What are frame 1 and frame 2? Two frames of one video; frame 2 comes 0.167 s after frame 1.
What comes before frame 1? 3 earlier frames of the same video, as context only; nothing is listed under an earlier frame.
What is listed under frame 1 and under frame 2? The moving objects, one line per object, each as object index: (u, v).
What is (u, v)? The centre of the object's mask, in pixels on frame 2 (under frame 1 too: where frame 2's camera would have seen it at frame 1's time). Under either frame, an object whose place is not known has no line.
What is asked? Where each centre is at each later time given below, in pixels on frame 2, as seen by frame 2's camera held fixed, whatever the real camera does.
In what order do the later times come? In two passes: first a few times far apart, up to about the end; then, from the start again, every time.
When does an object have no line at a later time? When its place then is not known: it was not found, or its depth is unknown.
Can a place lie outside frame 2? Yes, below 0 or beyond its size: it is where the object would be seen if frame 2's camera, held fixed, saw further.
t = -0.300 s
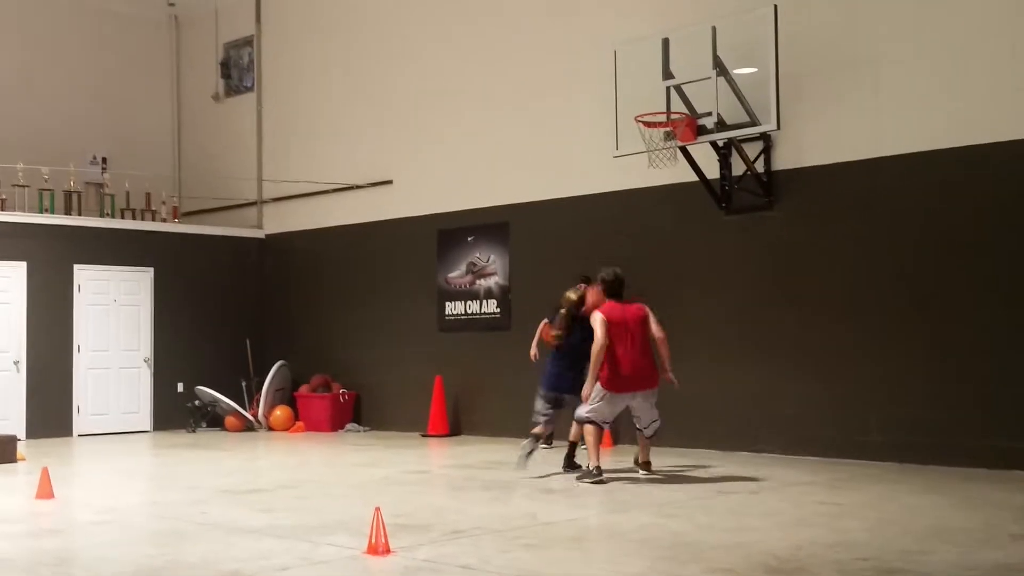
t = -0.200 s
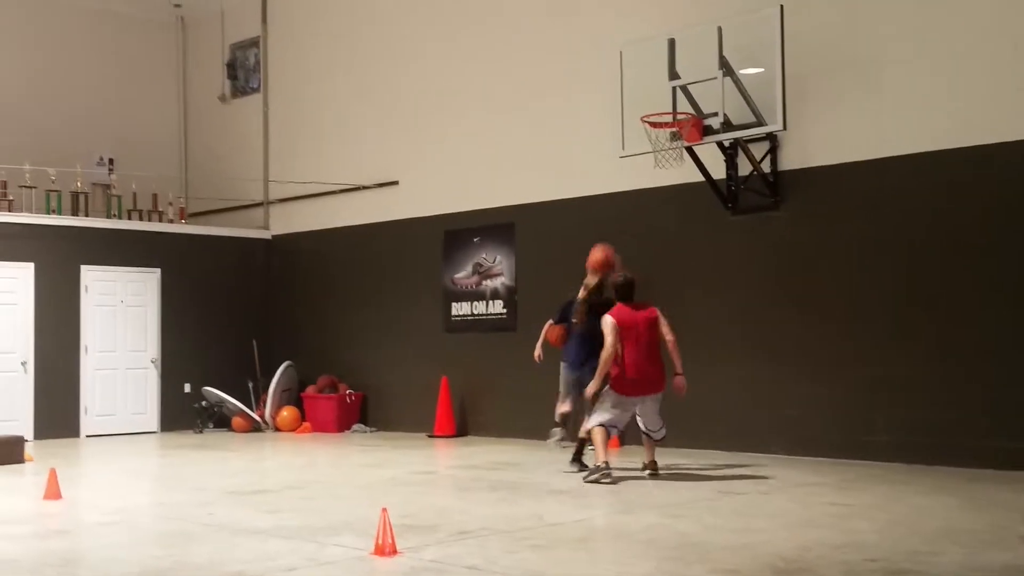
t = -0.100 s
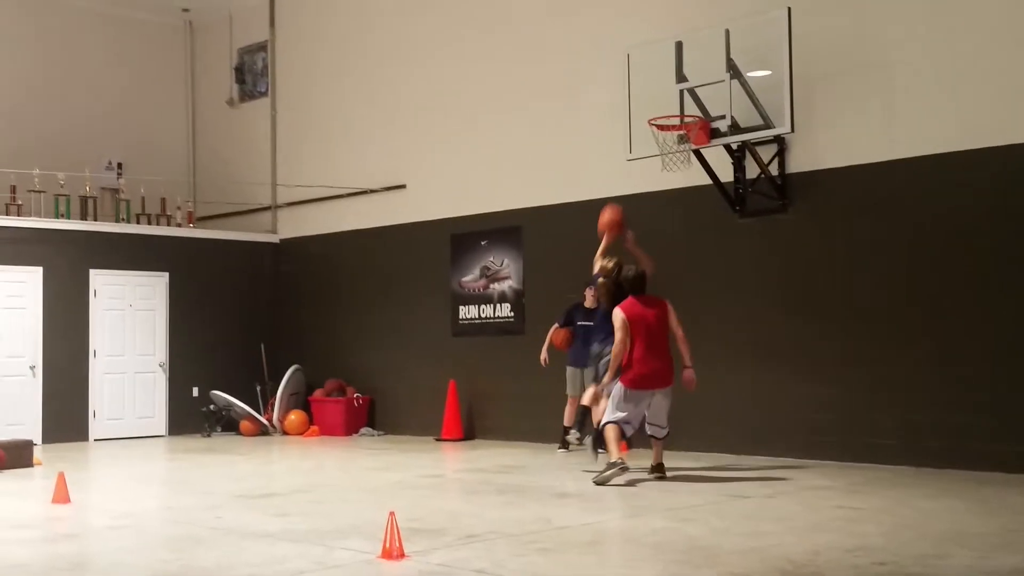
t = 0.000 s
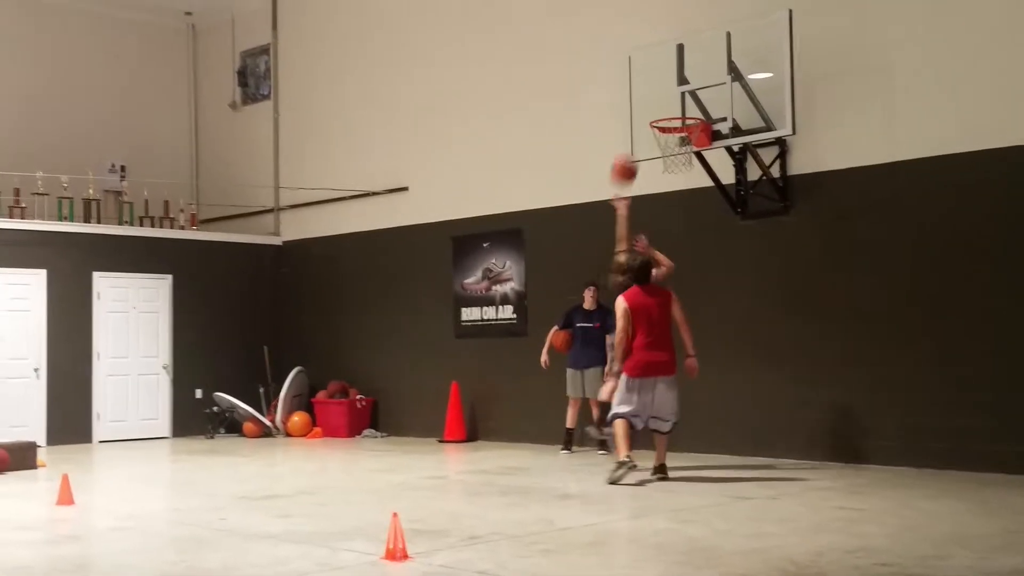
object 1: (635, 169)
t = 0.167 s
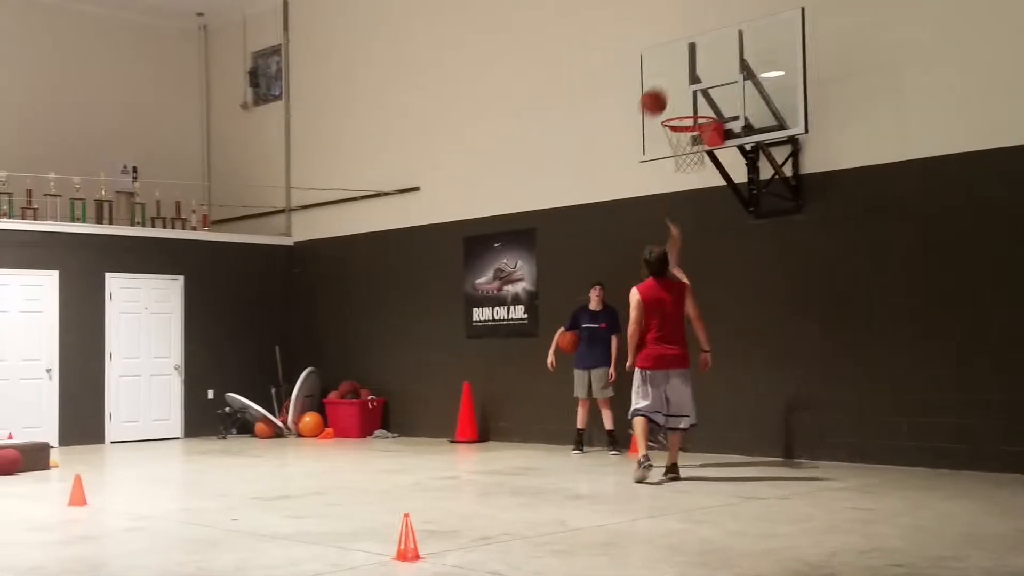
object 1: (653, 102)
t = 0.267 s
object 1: (664, 78)
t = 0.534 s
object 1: (694, 68)
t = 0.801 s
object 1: (707, 100)
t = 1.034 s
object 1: (683, 87)
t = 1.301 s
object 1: (654, 151)
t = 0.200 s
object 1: (657, 93)
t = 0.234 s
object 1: (661, 84)
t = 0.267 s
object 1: (664, 78)
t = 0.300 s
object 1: (668, 72)
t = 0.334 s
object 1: (671, 67)
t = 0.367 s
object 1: (675, 64)
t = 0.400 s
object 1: (679, 62)
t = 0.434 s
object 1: (683, 62)
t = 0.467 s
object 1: (687, 62)
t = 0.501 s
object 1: (690, 64)
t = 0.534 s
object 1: (694, 68)
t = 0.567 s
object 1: (697, 71)
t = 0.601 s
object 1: (701, 76)
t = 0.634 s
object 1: (705, 83)
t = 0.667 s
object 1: (709, 91)
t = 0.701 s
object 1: (712, 99)
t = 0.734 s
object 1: (714, 108)
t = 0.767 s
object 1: (711, 106)
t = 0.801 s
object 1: (707, 100)
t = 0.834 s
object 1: (703, 95)
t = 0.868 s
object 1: (700, 91)
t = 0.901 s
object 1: (697, 88)
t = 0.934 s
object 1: (693, 86)
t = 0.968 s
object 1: (689, 85)
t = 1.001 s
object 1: (687, 85)
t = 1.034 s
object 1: (683, 87)
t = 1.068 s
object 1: (678, 91)
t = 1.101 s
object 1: (675, 94)
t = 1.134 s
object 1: (671, 98)
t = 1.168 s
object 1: (668, 105)
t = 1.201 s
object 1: (665, 117)
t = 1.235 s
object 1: (661, 127)
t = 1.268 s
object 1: (657, 139)
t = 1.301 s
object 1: (654, 151)
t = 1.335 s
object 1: (651, 166)
